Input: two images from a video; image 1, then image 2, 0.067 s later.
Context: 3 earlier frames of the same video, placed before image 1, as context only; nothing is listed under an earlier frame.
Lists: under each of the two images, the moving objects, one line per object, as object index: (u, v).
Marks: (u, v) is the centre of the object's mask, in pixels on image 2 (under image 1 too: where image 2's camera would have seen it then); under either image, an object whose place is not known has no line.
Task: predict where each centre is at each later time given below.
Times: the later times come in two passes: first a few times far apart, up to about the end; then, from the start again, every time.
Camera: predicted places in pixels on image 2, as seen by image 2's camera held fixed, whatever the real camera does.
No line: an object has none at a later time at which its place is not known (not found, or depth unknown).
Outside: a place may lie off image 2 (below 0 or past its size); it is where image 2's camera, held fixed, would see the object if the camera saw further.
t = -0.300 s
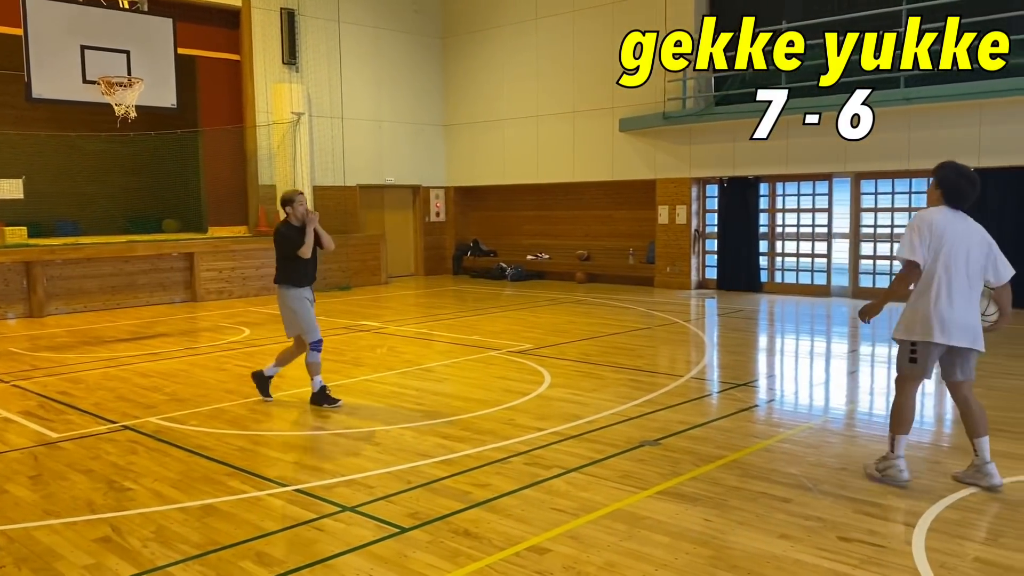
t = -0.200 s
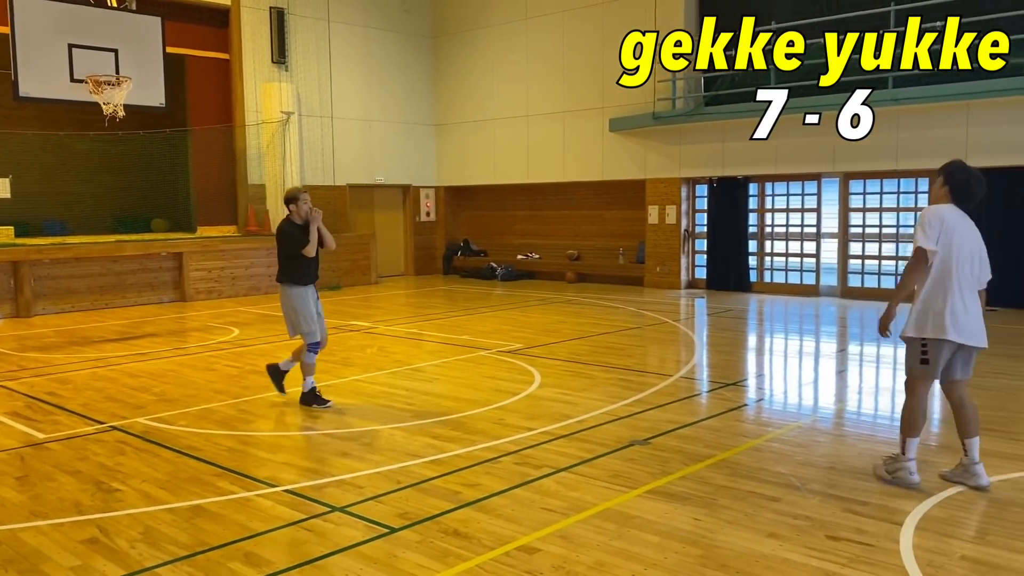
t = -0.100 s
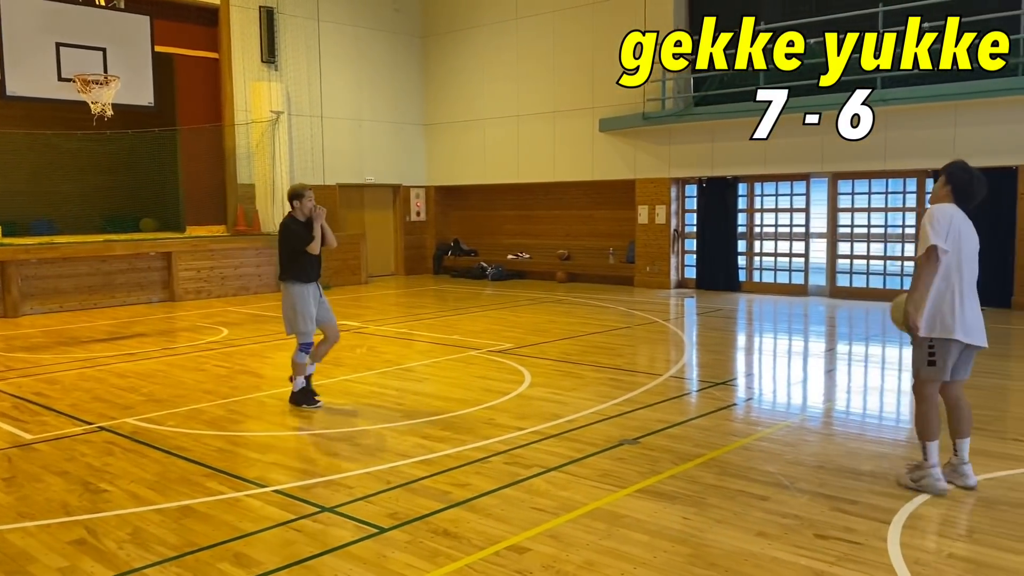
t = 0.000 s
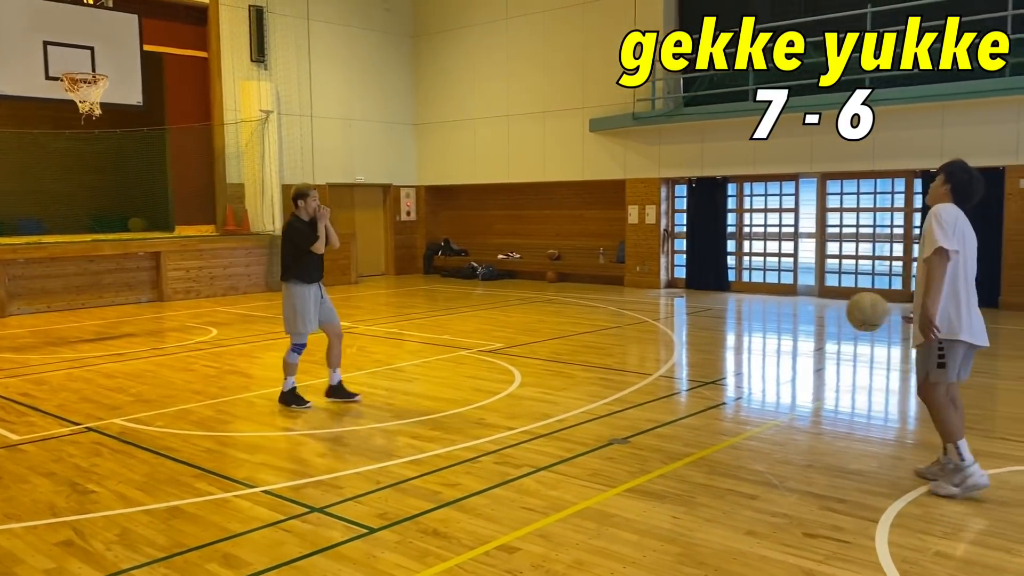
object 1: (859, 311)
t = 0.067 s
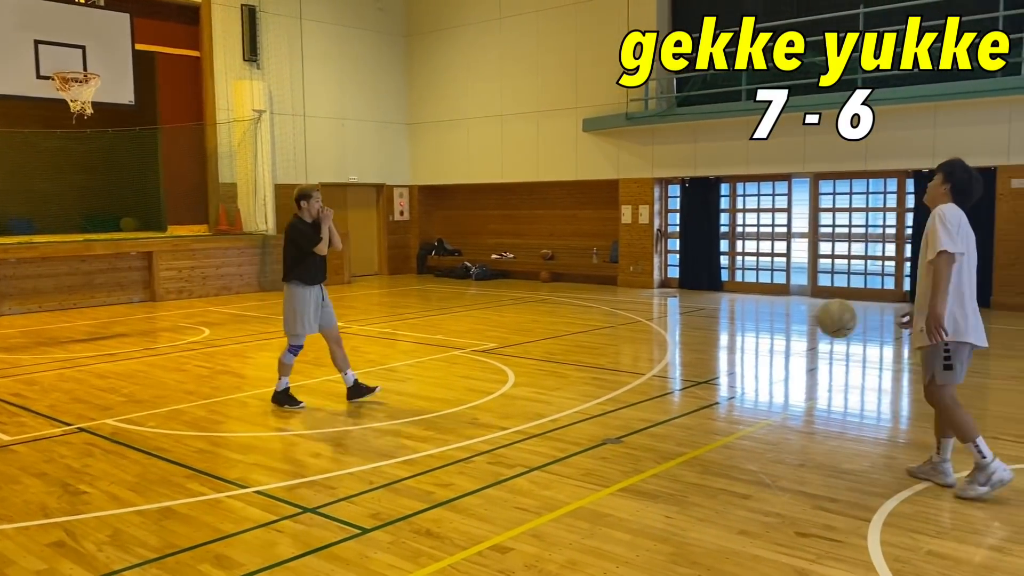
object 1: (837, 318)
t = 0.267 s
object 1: (772, 379)
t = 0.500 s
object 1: (705, 378)
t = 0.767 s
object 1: (638, 362)
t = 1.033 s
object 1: (577, 400)
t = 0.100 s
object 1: (826, 324)
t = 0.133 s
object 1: (815, 332)
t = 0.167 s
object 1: (804, 341)
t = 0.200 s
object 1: (793, 352)
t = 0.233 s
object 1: (783, 365)
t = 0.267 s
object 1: (772, 379)
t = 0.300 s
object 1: (761, 395)
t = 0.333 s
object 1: (750, 413)
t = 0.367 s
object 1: (741, 428)
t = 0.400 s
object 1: (732, 413)
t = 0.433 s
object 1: (723, 399)
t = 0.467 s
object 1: (714, 388)
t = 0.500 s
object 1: (705, 378)
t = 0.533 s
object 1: (696, 370)
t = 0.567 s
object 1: (687, 365)
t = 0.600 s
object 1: (680, 361)
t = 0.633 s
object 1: (671, 358)
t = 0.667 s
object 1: (662, 358)
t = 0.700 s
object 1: (654, 357)
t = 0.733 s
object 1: (646, 358)
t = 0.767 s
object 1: (638, 362)
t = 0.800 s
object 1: (630, 368)
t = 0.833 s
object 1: (623, 375)
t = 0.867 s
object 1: (615, 383)
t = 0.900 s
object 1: (607, 394)
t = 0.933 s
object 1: (600, 405)
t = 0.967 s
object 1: (593, 419)
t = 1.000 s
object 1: (585, 409)
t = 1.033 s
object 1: (577, 400)
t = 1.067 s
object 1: (569, 392)
